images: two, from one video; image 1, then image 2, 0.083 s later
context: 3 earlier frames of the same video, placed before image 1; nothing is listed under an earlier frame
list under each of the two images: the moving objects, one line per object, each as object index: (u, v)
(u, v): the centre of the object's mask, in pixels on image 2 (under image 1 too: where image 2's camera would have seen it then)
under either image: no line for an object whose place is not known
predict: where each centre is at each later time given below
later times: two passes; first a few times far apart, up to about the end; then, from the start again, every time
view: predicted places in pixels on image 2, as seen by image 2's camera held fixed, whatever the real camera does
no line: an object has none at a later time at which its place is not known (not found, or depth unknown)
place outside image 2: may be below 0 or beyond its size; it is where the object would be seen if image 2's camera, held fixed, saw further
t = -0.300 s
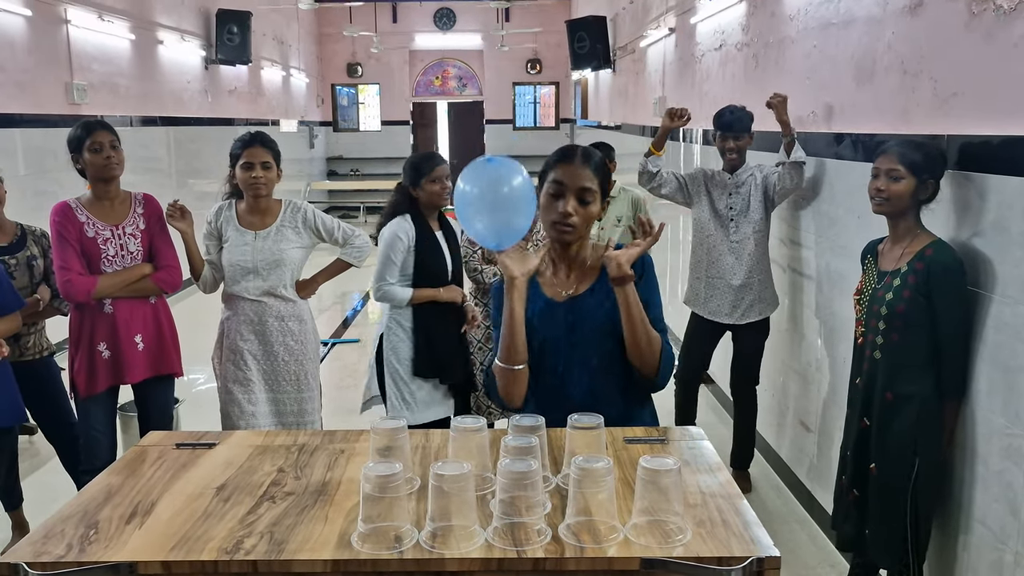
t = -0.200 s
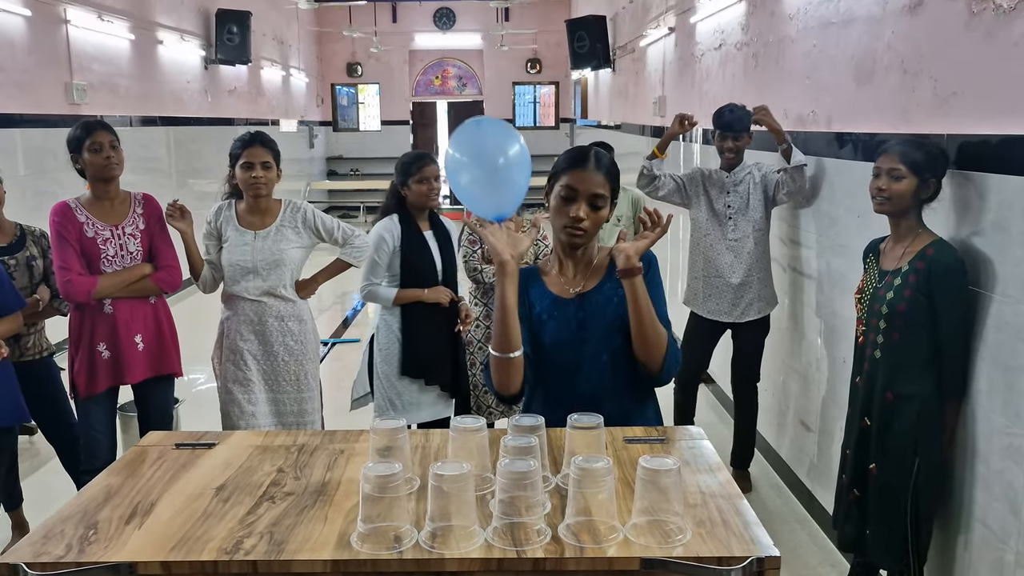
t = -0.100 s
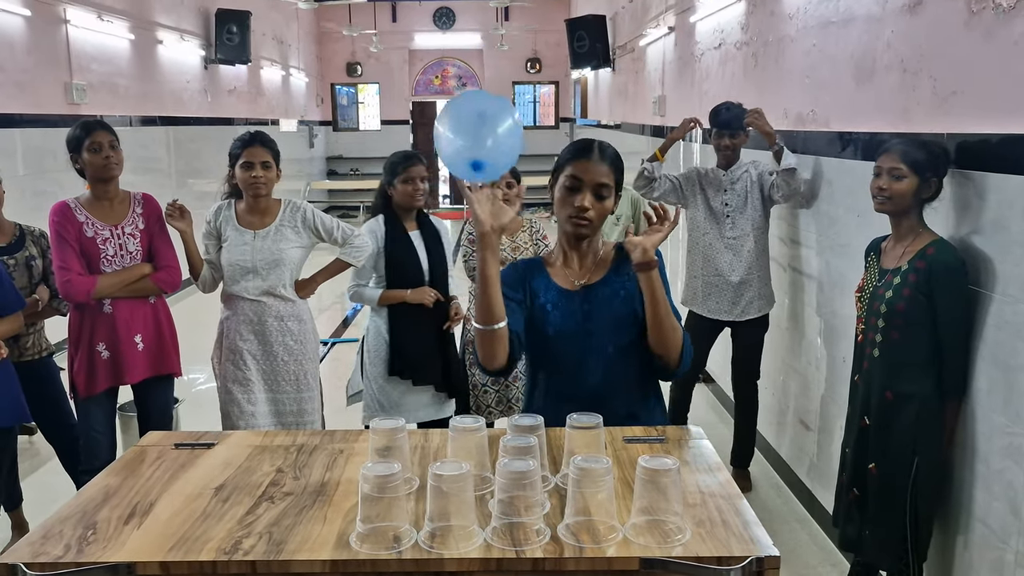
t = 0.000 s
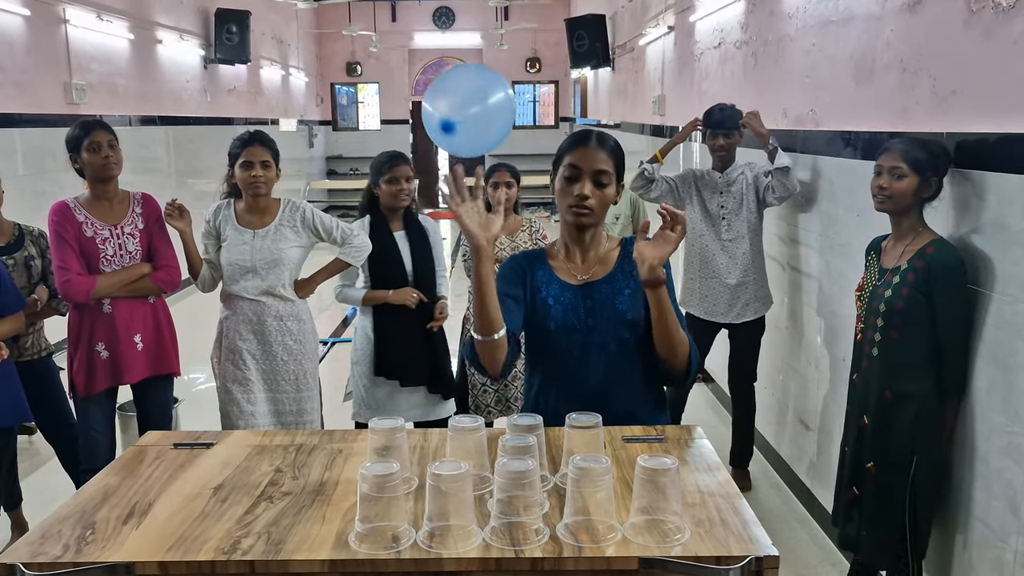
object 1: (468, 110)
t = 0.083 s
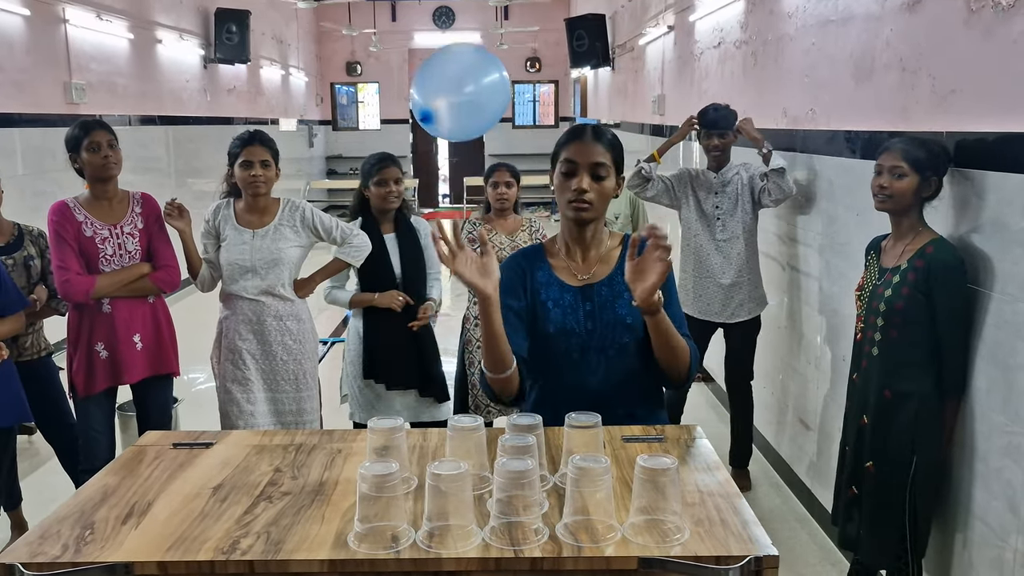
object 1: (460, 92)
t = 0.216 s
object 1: (447, 73)
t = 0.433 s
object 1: (432, 62)
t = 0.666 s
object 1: (424, 86)
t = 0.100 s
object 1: (458, 90)
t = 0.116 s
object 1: (457, 87)
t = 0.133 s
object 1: (455, 84)
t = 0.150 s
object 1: (453, 82)
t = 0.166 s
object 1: (452, 79)
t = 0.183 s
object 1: (450, 77)
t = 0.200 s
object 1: (448, 75)
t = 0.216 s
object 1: (447, 73)
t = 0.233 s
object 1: (445, 71)
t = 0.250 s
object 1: (444, 69)
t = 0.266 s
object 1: (443, 68)
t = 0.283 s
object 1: (441, 66)
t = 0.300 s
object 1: (440, 65)
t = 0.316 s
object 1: (440, 65)
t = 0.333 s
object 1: (438, 64)
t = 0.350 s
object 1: (437, 63)
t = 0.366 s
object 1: (436, 62)
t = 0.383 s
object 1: (435, 62)
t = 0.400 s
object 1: (434, 62)
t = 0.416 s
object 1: (433, 62)
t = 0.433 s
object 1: (432, 62)
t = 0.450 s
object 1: (431, 62)
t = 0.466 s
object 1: (430, 63)
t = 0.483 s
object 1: (429, 64)
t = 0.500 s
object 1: (428, 65)
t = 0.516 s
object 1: (427, 66)
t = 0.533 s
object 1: (427, 67)
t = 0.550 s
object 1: (426, 69)
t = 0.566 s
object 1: (426, 71)
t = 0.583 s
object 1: (425, 73)
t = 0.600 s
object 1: (425, 75)
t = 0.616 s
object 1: (424, 77)
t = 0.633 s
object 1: (424, 80)
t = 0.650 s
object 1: (424, 83)
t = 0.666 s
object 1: (424, 86)
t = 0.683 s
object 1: (423, 89)
